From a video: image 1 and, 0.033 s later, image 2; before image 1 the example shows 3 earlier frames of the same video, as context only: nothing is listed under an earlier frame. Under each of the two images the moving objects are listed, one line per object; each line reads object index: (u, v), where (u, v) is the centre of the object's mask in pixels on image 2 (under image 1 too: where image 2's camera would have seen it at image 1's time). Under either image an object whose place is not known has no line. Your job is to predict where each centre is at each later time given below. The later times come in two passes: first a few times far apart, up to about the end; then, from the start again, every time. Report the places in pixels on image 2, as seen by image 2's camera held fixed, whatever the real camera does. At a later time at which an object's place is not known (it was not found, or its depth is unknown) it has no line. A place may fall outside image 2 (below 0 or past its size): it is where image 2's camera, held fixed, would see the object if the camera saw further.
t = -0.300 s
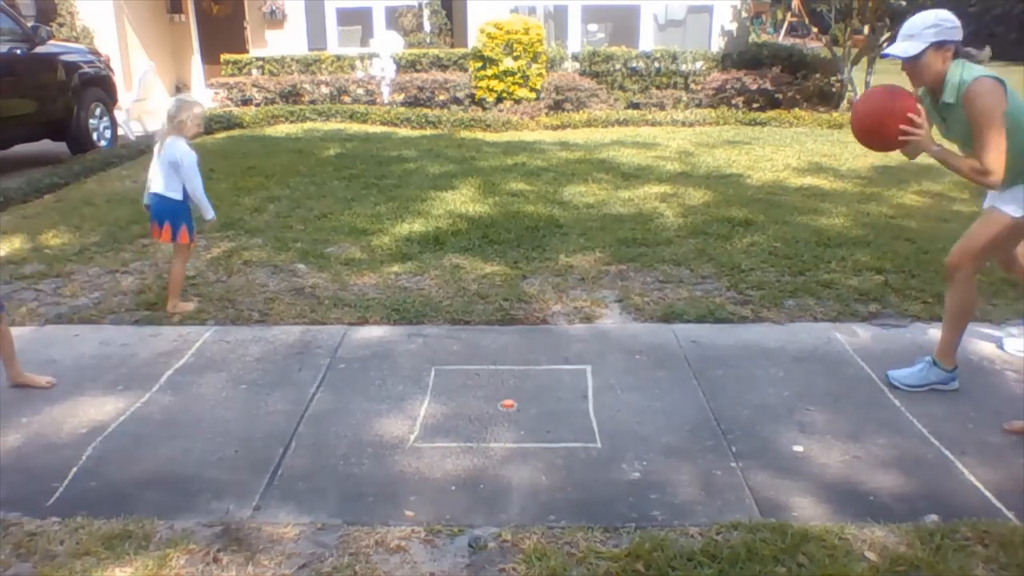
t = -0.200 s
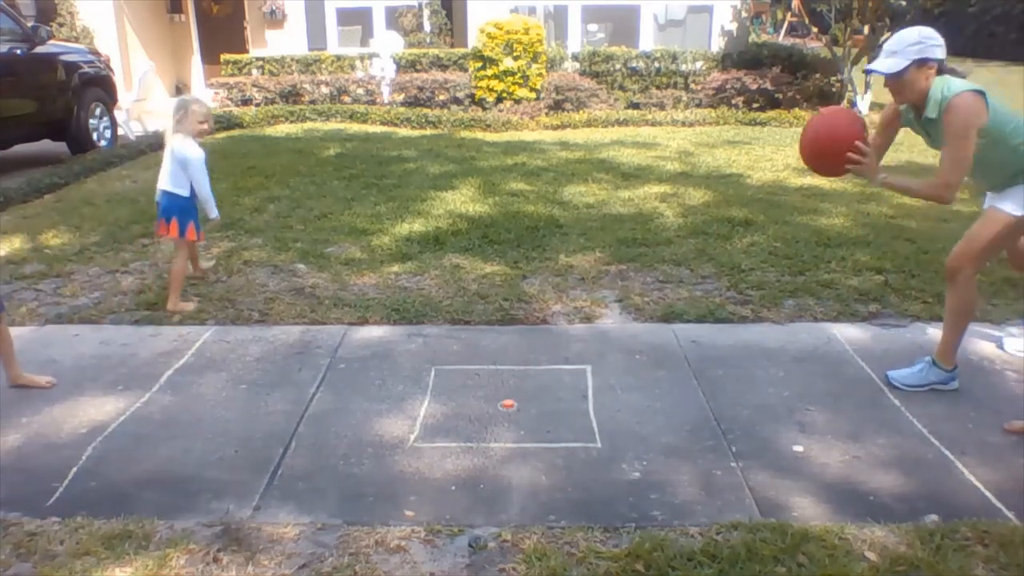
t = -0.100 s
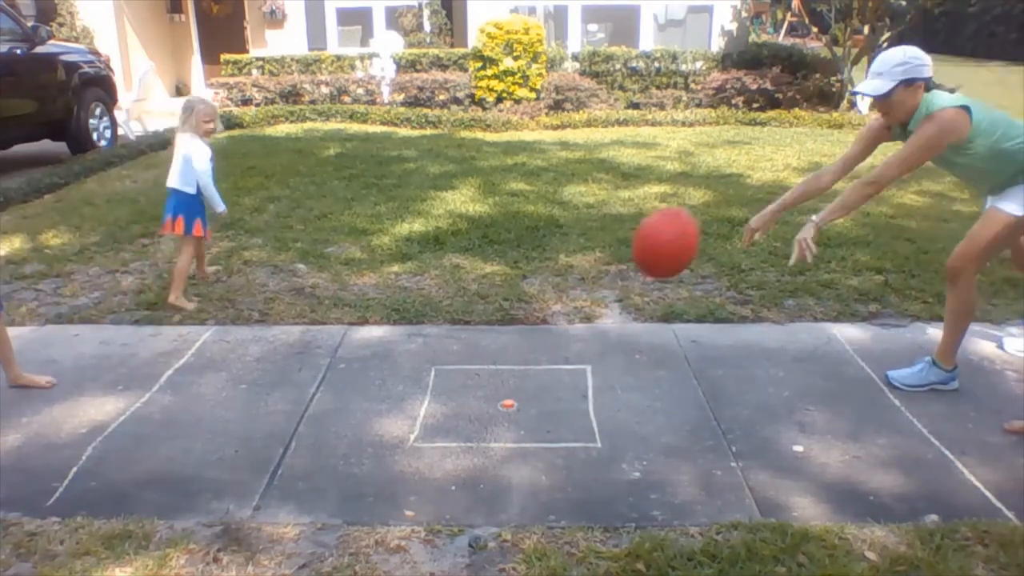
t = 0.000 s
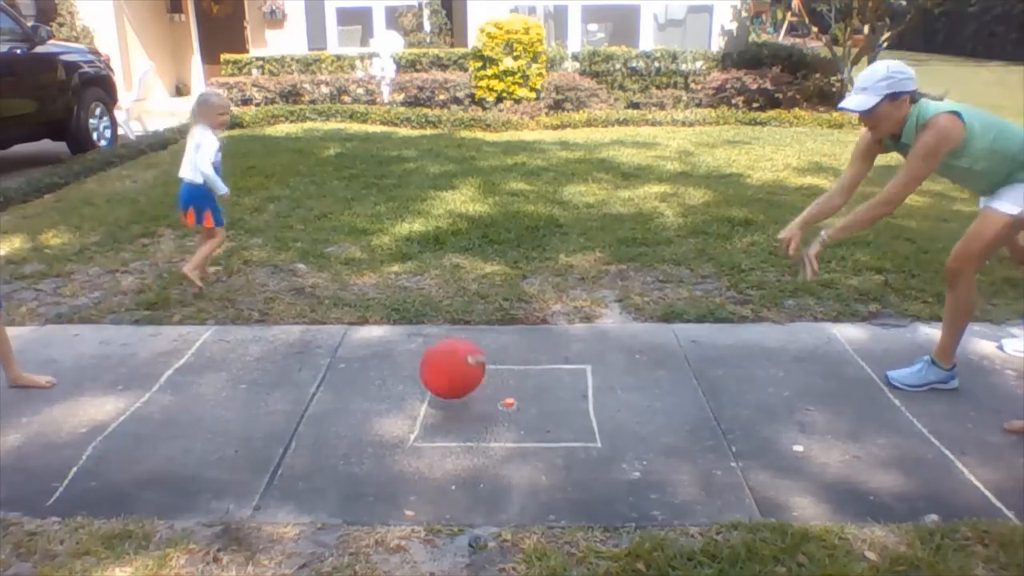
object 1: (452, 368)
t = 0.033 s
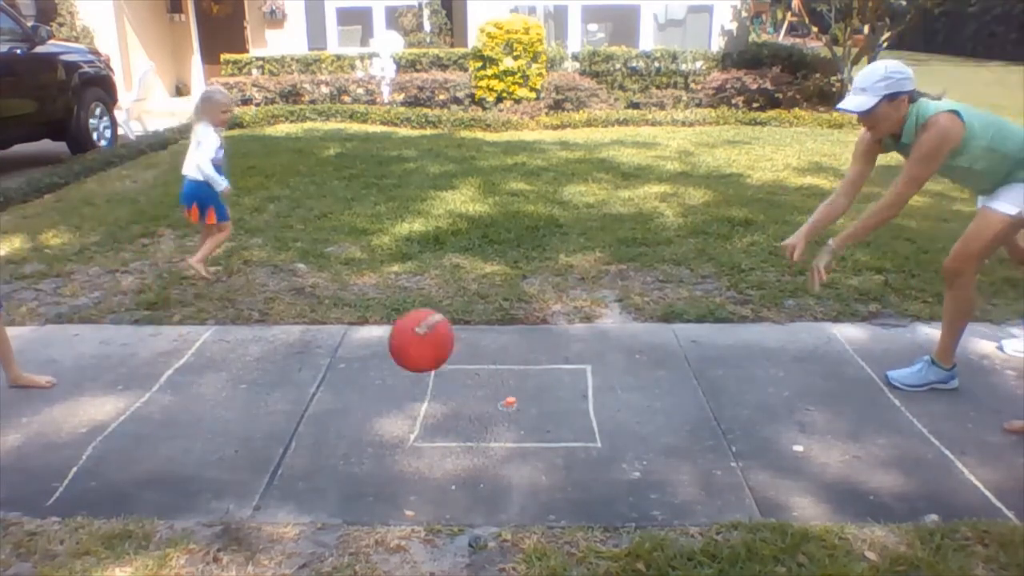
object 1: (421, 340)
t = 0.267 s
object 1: (182, 196)
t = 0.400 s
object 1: (37, 173)
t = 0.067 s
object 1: (390, 315)
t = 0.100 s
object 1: (359, 291)
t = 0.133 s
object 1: (325, 267)
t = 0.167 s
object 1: (291, 246)
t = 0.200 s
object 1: (256, 226)
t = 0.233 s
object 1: (219, 210)
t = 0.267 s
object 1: (182, 196)
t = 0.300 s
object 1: (144, 186)
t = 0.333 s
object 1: (107, 179)
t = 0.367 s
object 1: (71, 174)
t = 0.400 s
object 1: (37, 173)
